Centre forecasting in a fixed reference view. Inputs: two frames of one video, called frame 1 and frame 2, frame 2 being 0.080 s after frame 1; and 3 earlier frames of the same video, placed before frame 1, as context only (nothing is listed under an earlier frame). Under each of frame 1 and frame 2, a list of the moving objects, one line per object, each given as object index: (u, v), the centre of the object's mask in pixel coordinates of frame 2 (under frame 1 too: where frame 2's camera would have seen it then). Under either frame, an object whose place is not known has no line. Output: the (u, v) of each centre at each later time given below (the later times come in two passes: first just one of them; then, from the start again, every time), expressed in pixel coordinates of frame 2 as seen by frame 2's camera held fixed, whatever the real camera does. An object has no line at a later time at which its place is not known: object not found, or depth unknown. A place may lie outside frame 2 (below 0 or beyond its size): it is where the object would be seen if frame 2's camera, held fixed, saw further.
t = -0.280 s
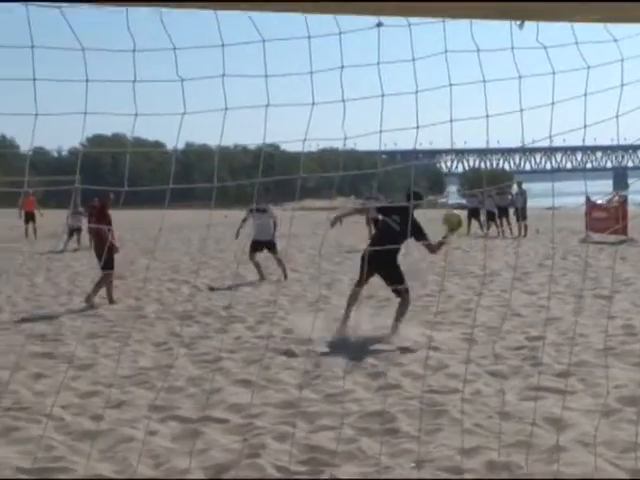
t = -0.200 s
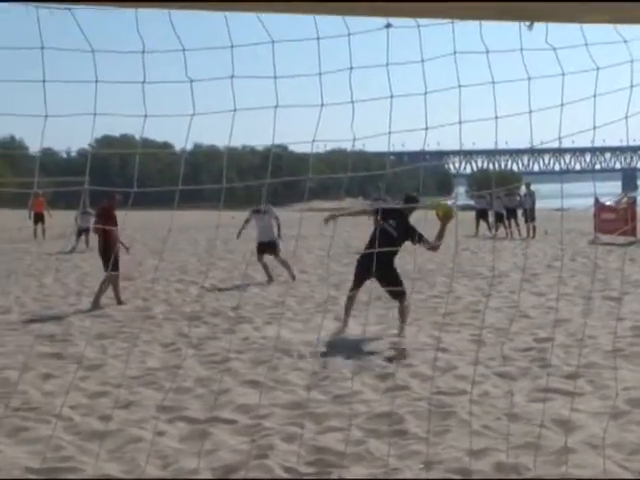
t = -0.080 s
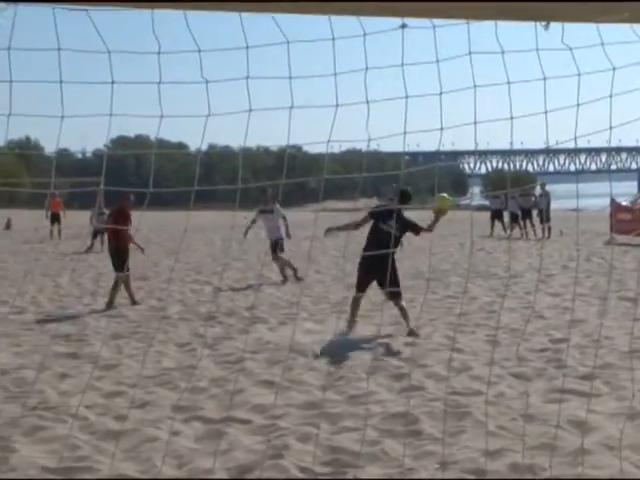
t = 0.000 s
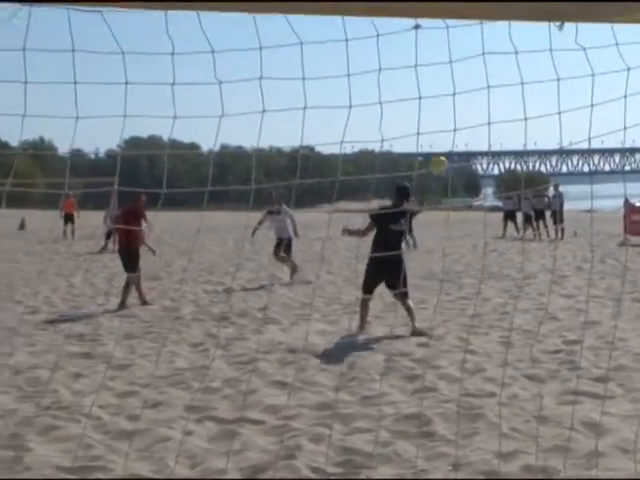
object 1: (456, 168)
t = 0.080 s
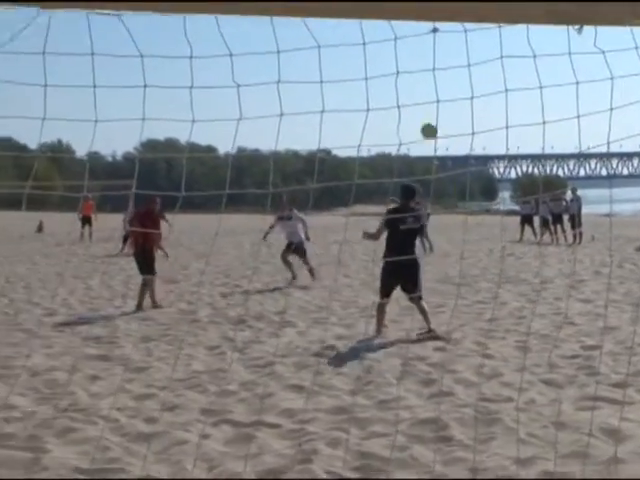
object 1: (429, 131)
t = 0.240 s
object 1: (384, 81)
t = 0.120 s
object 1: (416, 115)
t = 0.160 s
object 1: (405, 101)
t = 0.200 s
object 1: (394, 91)
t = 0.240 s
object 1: (384, 81)
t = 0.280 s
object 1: (375, 73)
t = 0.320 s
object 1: (366, 67)
